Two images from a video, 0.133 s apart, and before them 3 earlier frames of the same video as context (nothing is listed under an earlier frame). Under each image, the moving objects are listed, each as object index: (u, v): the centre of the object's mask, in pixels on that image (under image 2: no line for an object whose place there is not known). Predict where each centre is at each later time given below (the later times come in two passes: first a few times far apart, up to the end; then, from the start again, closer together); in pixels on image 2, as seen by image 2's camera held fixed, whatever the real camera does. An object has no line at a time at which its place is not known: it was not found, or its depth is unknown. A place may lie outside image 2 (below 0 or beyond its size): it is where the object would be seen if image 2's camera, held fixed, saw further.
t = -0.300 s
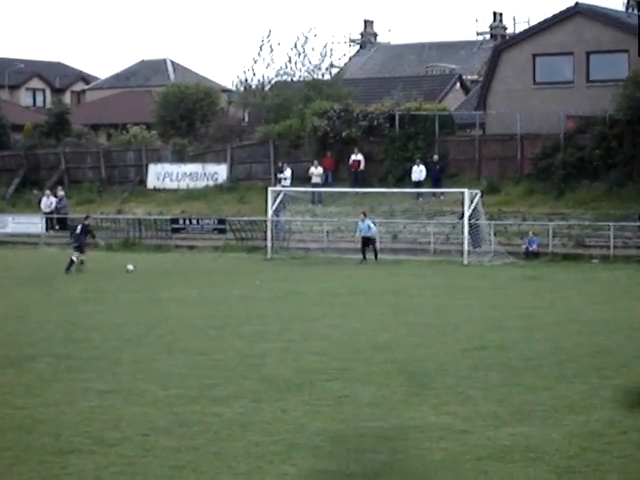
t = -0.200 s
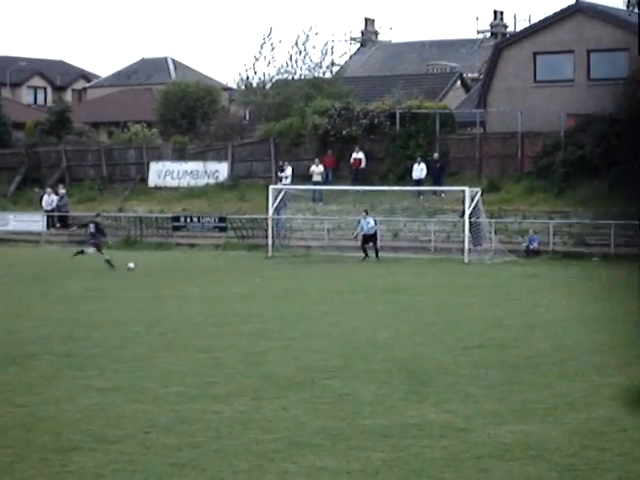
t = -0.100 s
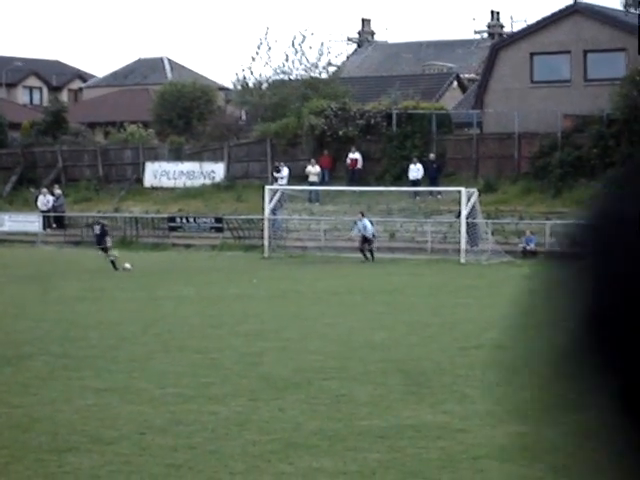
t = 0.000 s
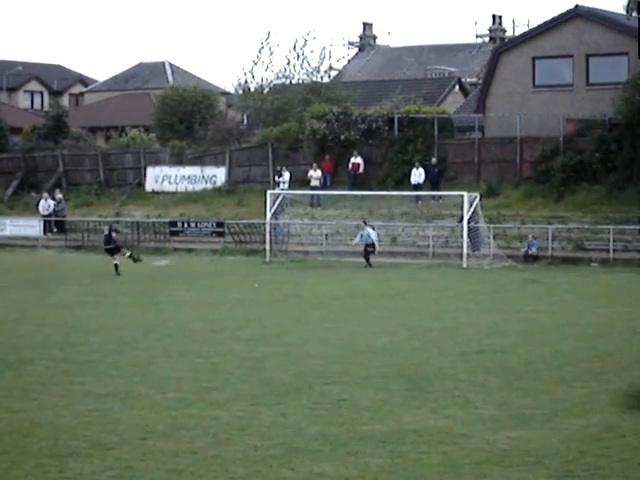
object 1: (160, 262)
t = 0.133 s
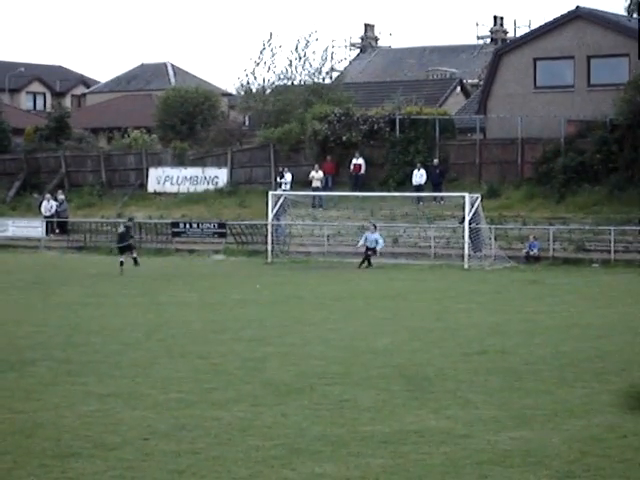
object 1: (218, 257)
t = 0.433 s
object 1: (296, 258)
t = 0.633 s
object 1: (312, 253)
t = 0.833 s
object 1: (313, 255)
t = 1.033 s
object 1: (314, 258)
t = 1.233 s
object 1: (315, 259)
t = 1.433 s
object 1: (315, 260)
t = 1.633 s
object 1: (316, 260)
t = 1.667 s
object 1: (317, 260)
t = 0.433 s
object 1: (296, 258)
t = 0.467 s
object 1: (302, 257)
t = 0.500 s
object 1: (306, 254)
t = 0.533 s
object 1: (310, 251)
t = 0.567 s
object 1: (312, 251)
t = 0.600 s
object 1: (312, 252)
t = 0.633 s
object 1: (312, 253)
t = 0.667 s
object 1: (312, 255)
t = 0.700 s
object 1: (312, 256)
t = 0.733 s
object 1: (312, 256)
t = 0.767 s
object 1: (312, 256)
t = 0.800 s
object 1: (313, 255)
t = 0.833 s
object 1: (313, 255)
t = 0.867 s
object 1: (313, 255)
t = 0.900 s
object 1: (313, 255)
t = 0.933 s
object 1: (313, 255)
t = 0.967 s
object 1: (313, 256)
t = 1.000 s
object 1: (314, 257)
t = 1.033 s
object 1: (314, 258)
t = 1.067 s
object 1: (314, 258)
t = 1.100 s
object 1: (314, 258)
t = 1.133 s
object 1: (314, 258)
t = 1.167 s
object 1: (314, 258)
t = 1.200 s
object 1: (315, 259)
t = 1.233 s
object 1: (315, 259)
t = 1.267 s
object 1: (315, 259)
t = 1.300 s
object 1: (315, 259)
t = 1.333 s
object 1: (315, 259)
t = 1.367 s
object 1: (315, 259)
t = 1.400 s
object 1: (316, 259)
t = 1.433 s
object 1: (315, 260)
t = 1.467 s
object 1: (316, 259)
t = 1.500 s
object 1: (315, 260)
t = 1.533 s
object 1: (315, 261)
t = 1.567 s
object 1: (316, 260)
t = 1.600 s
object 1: (316, 260)
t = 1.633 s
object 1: (316, 260)
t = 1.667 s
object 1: (317, 260)
